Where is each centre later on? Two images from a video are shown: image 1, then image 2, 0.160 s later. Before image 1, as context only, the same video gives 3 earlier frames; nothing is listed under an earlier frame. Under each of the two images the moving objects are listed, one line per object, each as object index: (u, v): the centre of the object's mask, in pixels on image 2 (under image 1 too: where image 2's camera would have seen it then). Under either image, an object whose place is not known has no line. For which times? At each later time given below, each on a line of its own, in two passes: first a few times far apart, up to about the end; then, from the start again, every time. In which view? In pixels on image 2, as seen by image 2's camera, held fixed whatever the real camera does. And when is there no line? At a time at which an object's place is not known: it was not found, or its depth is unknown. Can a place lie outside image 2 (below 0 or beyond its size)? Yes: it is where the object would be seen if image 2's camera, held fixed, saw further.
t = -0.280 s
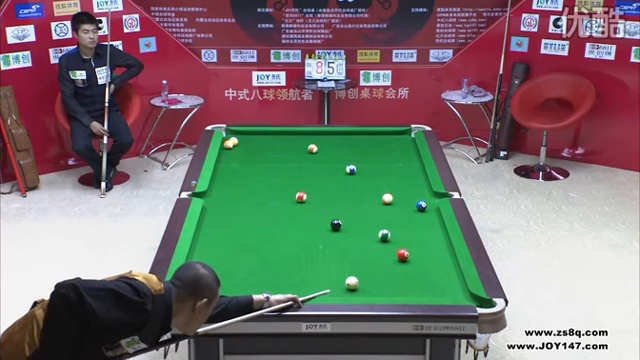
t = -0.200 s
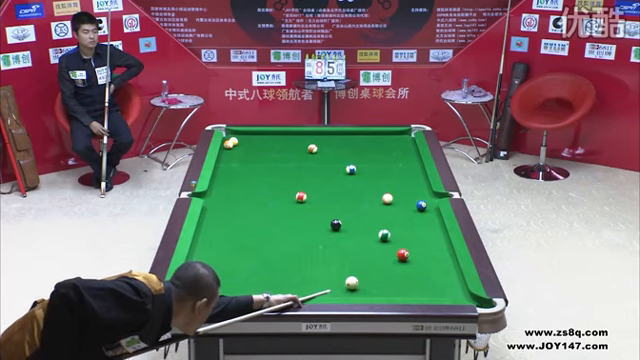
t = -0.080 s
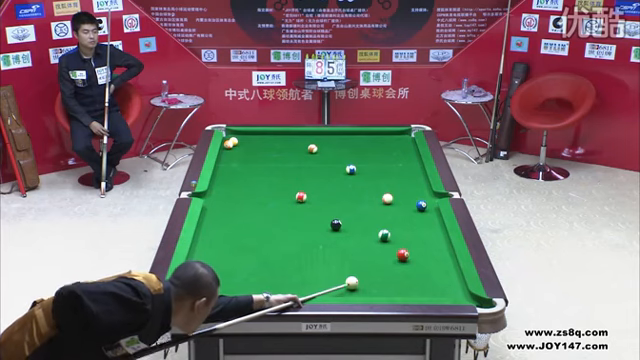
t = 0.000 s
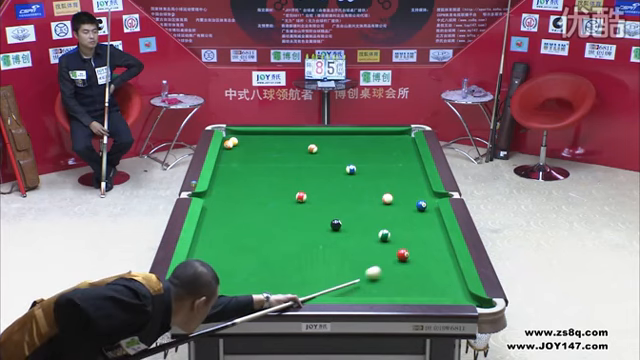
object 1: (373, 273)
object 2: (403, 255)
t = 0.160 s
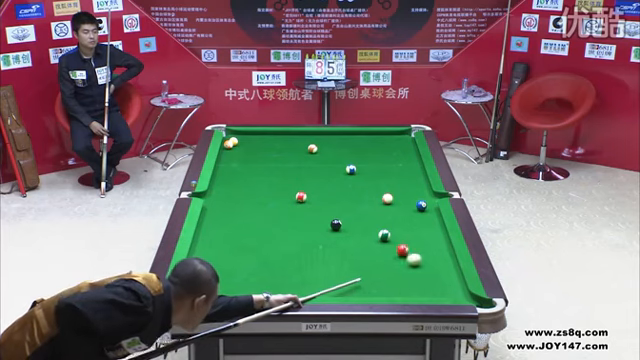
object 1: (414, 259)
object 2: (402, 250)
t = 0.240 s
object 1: (431, 259)
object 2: (402, 243)
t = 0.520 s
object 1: (424, 259)
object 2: (403, 226)
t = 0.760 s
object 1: (395, 260)
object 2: (402, 213)
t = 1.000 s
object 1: (368, 261)
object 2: (402, 201)
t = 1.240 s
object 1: (342, 262)
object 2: (402, 191)
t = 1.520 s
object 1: (312, 264)
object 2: (402, 180)
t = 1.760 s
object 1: (289, 265)
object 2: (402, 171)
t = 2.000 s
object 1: (267, 266)
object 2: (402, 163)
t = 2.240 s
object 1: (246, 267)
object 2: (401, 156)
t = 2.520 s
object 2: (401, 149)
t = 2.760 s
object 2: (401, 143)
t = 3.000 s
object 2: (401, 138)
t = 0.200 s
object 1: (423, 259)
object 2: (403, 246)
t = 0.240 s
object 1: (431, 259)
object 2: (402, 243)
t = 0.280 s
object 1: (440, 258)
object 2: (403, 241)
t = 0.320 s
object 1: (448, 258)
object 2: (402, 238)
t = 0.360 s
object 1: (447, 258)
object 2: (402, 235)
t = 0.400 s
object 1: (440, 258)
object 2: (402, 233)
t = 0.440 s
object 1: (434, 259)
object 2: (402, 231)
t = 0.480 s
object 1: (428, 259)
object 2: (402, 228)
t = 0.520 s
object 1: (424, 259)
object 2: (403, 226)
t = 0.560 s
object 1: (419, 259)
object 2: (402, 224)
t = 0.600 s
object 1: (414, 259)
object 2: (402, 221)
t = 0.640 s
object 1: (409, 259)
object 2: (402, 219)
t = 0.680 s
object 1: (405, 260)
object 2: (402, 217)
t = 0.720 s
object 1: (400, 260)
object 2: (402, 215)
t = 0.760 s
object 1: (395, 260)
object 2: (402, 213)
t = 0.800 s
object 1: (390, 260)
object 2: (402, 211)
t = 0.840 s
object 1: (385, 260)
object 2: (402, 209)
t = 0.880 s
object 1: (381, 260)
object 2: (402, 207)
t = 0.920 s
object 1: (376, 261)
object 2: (403, 205)
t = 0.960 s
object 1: (372, 261)
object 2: (403, 203)
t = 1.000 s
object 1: (368, 261)
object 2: (402, 201)
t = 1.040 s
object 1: (363, 261)
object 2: (402, 199)
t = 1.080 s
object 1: (359, 261)
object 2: (403, 197)
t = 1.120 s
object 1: (354, 262)
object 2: (403, 196)
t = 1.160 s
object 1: (350, 262)
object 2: (402, 194)
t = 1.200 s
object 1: (345, 262)
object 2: (403, 192)
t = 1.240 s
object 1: (342, 262)
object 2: (402, 191)
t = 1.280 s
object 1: (337, 262)
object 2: (402, 189)
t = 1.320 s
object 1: (333, 262)
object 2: (402, 187)
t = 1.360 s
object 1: (329, 263)
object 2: (403, 186)
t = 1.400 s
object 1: (325, 263)
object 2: (402, 184)
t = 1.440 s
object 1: (321, 263)
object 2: (402, 183)
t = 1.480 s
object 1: (317, 264)
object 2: (402, 181)
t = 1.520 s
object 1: (312, 264)
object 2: (402, 180)
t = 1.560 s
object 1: (308, 264)
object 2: (402, 178)
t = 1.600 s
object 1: (305, 264)
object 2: (402, 177)
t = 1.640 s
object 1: (301, 264)
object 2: (402, 175)
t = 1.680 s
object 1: (297, 265)
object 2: (402, 174)
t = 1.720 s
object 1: (293, 265)
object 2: (402, 173)
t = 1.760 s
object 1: (289, 265)
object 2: (402, 171)
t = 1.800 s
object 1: (285, 265)
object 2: (402, 170)
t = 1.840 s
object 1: (282, 265)
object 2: (402, 168)
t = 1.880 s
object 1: (278, 265)
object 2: (402, 167)
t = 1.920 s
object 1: (274, 266)
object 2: (402, 166)
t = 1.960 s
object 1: (271, 266)
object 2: (402, 165)
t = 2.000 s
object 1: (267, 266)
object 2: (402, 163)
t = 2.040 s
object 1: (264, 266)
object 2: (402, 162)
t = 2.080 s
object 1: (260, 266)
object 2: (402, 161)
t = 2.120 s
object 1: (257, 267)
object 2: (402, 160)
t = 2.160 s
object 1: (253, 267)
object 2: (402, 158)
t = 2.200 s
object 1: (250, 267)
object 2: (401, 157)
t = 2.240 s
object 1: (246, 267)
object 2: (401, 156)
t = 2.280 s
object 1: (243, 267)
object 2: (402, 155)
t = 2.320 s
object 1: (239, 268)
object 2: (401, 154)
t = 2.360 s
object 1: (236, 268)
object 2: (401, 153)
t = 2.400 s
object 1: (233, 268)
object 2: (401, 152)
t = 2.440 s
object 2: (401, 151)
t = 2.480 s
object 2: (401, 150)
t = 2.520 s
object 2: (401, 149)
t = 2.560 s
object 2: (401, 148)
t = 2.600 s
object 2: (401, 147)
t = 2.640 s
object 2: (401, 146)
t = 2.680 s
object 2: (401, 145)
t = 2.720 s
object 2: (401, 144)
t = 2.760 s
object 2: (401, 143)
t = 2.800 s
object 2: (401, 142)
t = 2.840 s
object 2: (401, 141)
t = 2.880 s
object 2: (401, 140)
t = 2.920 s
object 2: (401, 140)
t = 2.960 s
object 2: (401, 139)
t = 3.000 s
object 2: (401, 138)
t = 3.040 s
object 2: (401, 137)
